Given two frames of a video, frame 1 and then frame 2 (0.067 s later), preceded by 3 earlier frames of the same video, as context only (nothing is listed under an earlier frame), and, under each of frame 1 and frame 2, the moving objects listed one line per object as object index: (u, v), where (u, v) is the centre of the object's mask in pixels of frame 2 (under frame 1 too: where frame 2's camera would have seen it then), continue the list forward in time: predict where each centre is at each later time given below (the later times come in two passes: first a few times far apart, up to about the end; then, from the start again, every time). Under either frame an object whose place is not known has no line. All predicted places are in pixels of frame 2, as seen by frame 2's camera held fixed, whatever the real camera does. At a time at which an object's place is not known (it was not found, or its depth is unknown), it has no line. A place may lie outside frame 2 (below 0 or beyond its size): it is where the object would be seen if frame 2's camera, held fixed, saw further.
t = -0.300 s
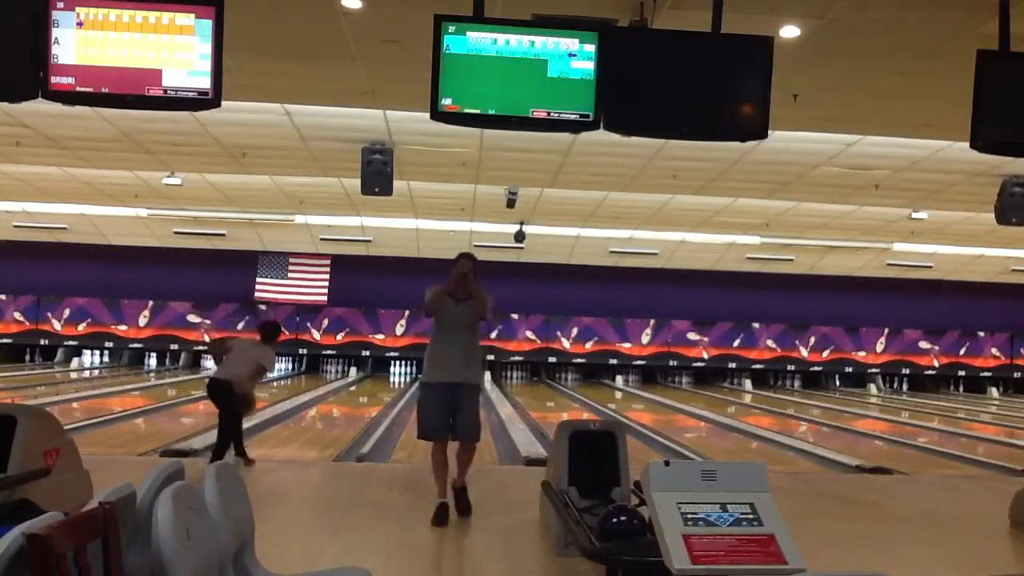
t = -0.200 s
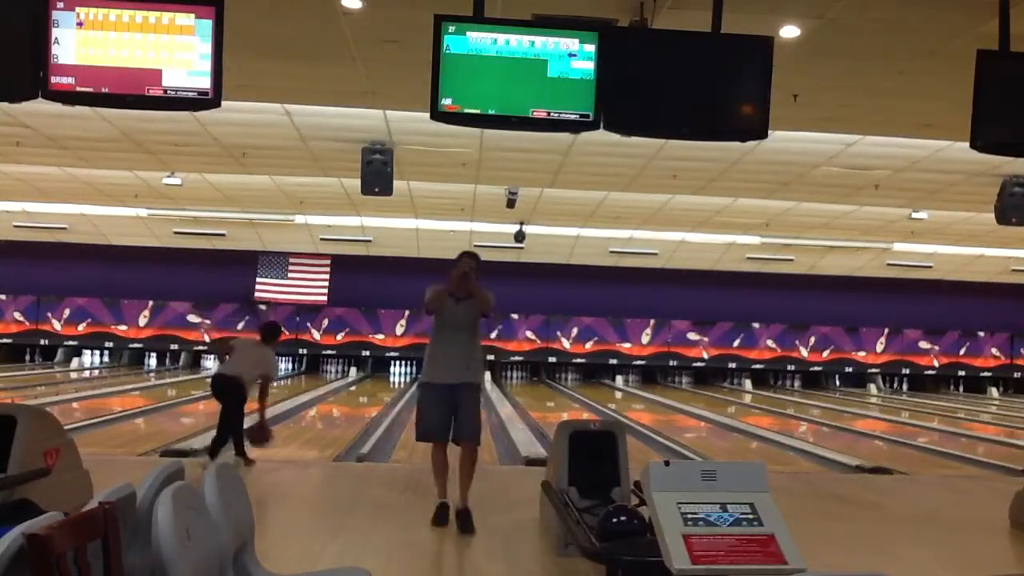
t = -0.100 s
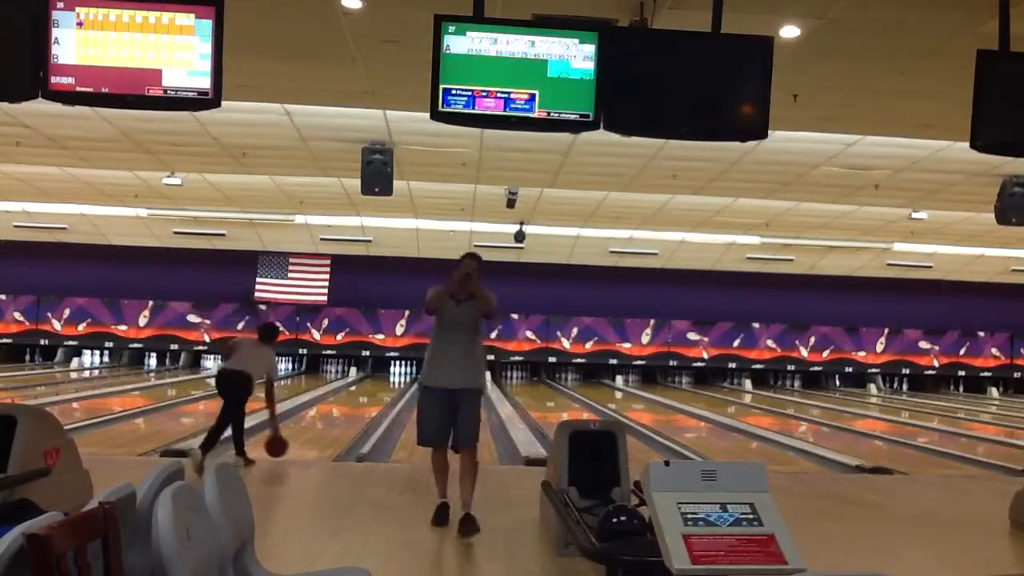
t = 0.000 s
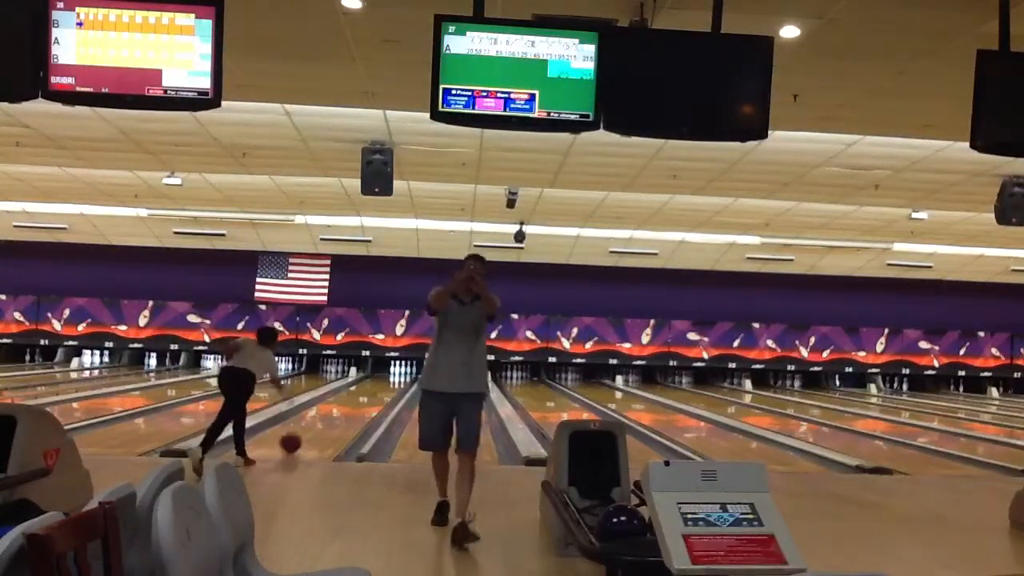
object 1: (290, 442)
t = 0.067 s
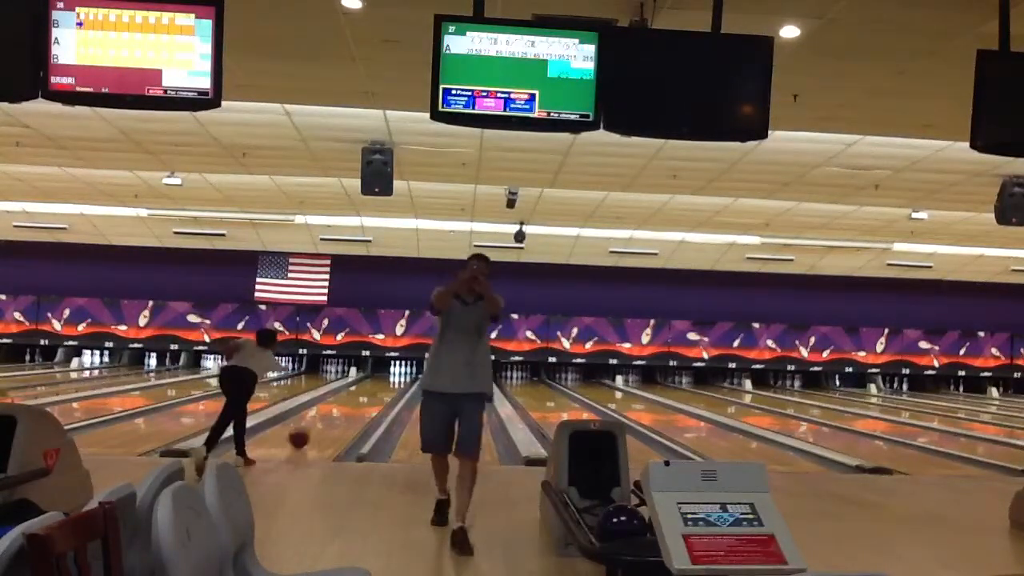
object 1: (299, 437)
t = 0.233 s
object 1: (317, 425)
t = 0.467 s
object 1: (336, 413)
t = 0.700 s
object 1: (351, 404)
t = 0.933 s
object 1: (361, 399)
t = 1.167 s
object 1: (369, 393)
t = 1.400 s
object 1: (378, 387)
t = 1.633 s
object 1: (381, 384)
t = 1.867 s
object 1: (388, 380)
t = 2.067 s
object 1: (391, 379)
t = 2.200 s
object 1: (393, 375)
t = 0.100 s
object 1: (302, 435)
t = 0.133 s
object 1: (307, 432)
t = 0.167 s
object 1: (310, 430)
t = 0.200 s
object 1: (313, 427)
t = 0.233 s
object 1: (317, 425)
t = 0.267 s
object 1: (320, 423)
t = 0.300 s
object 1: (323, 420)
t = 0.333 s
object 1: (325, 419)
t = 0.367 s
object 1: (328, 417)
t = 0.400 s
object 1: (331, 416)
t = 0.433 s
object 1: (333, 414)
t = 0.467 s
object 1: (336, 413)
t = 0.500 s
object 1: (338, 411)
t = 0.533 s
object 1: (340, 410)
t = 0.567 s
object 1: (342, 409)
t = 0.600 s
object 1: (344, 407)
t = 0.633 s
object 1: (346, 407)
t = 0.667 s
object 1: (350, 404)
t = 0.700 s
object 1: (351, 404)
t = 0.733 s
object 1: (353, 403)
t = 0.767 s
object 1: (354, 402)
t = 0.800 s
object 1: (355, 401)
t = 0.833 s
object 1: (357, 401)
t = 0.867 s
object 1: (358, 400)
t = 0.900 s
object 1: (359, 400)
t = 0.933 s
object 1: (361, 399)
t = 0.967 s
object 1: (363, 396)
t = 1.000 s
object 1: (364, 396)
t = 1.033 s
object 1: (365, 394)
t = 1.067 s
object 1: (366, 393)
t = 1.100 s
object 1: (367, 393)
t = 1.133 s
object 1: (367, 393)
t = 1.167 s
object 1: (369, 393)
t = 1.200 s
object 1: (370, 392)
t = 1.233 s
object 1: (370, 392)
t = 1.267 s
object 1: (372, 391)
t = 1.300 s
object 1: (374, 390)
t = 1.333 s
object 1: (377, 389)
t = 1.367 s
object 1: (378, 389)
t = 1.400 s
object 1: (378, 387)
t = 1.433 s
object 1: (379, 387)
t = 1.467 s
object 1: (379, 386)
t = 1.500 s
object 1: (380, 385)
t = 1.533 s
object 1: (380, 384)
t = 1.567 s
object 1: (381, 383)
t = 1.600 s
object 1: (381, 383)
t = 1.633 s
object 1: (381, 384)
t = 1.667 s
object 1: (382, 383)
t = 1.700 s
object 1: (383, 382)
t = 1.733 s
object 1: (385, 382)
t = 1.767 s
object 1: (386, 380)
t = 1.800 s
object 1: (387, 380)
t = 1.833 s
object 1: (387, 380)
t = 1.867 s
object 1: (388, 380)
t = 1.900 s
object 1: (388, 379)
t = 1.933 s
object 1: (389, 379)
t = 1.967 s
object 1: (390, 379)
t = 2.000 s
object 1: (390, 379)
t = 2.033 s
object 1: (391, 379)
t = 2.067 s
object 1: (391, 379)
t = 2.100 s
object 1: (392, 376)
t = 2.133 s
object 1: (393, 376)
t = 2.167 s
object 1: (393, 375)
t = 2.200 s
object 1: (393, 375)
